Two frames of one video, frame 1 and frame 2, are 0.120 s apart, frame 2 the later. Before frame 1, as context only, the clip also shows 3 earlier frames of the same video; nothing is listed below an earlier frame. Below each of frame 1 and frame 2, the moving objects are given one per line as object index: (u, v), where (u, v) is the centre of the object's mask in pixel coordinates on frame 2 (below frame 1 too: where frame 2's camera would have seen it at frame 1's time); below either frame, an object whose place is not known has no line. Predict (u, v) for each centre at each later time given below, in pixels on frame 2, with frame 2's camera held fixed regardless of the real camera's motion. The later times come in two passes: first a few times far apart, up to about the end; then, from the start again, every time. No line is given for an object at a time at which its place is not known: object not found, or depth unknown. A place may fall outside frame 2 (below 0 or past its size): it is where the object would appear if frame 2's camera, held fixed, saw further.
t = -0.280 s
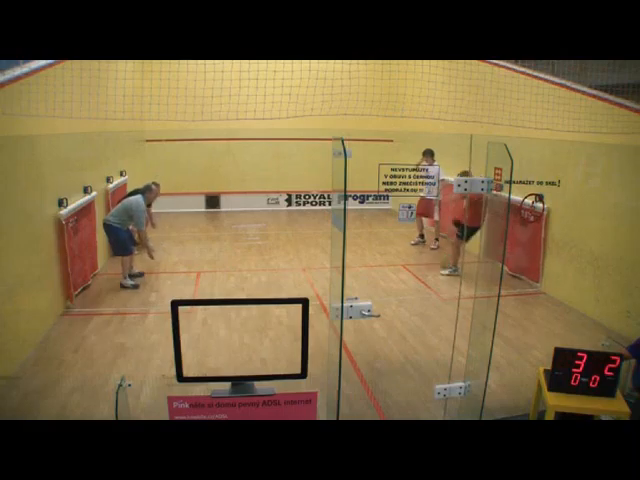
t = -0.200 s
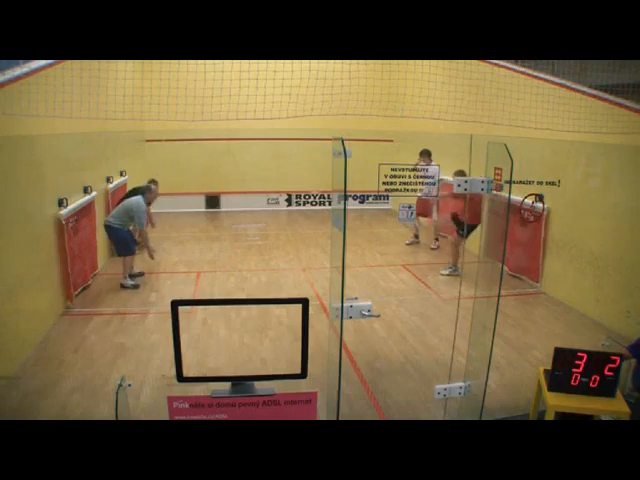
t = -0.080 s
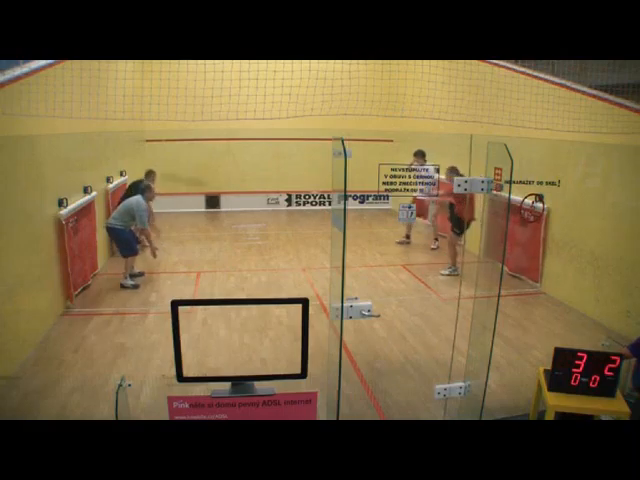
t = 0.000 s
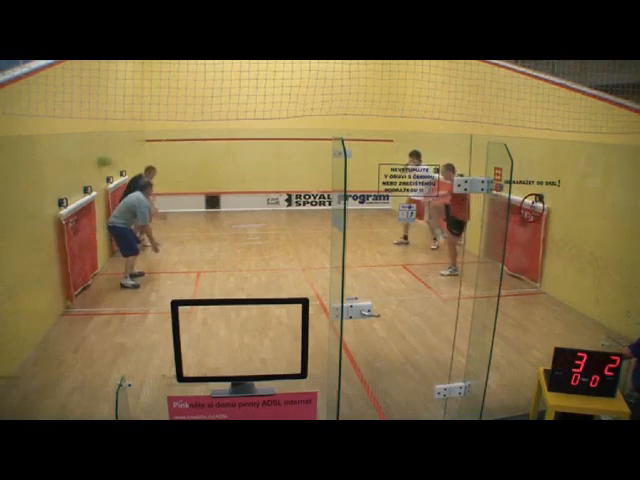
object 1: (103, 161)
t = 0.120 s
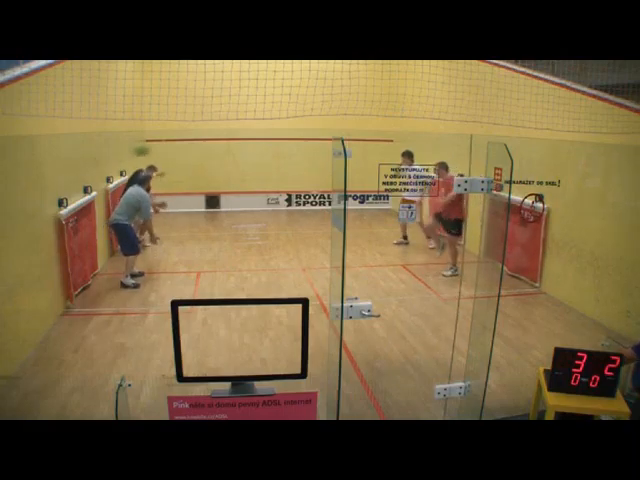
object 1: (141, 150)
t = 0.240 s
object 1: (183, 149)
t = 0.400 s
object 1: (237, 158)
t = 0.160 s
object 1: (155, 149)
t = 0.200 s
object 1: (169, 148)
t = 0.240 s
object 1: (183, 149)
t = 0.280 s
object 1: (197, 150)
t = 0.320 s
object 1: (211, 151)
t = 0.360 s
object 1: (225, 154)
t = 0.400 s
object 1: (237, 158)
